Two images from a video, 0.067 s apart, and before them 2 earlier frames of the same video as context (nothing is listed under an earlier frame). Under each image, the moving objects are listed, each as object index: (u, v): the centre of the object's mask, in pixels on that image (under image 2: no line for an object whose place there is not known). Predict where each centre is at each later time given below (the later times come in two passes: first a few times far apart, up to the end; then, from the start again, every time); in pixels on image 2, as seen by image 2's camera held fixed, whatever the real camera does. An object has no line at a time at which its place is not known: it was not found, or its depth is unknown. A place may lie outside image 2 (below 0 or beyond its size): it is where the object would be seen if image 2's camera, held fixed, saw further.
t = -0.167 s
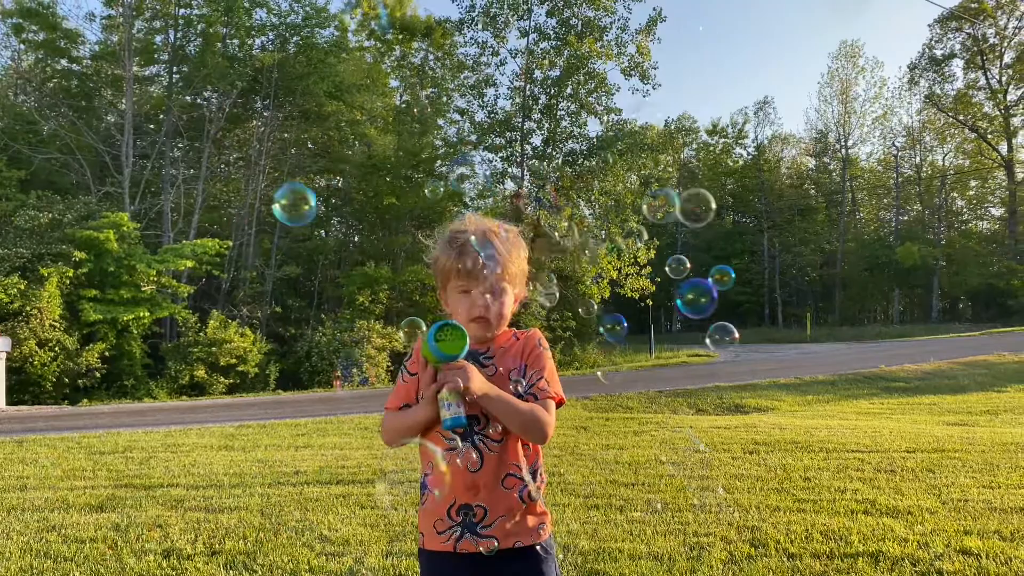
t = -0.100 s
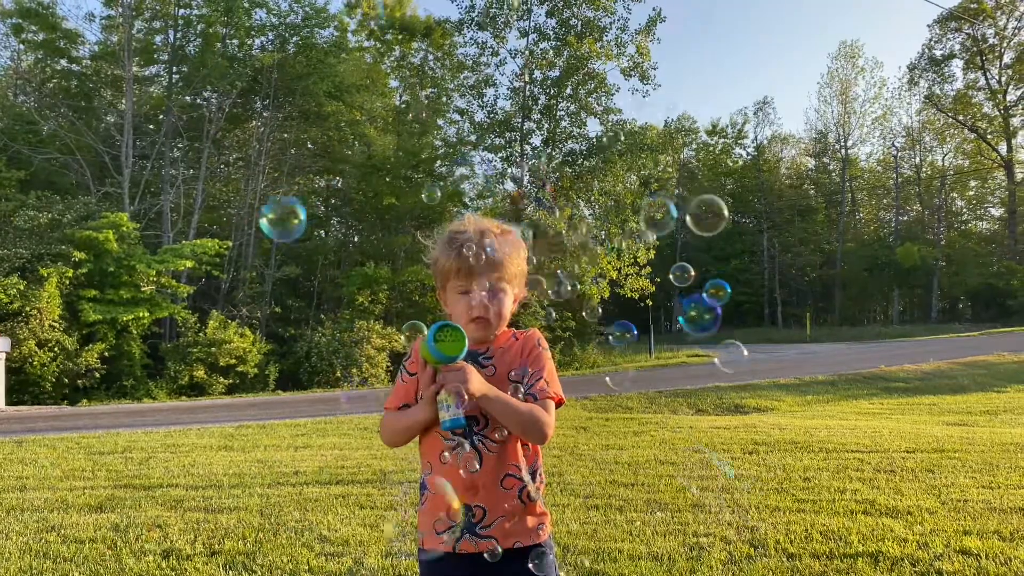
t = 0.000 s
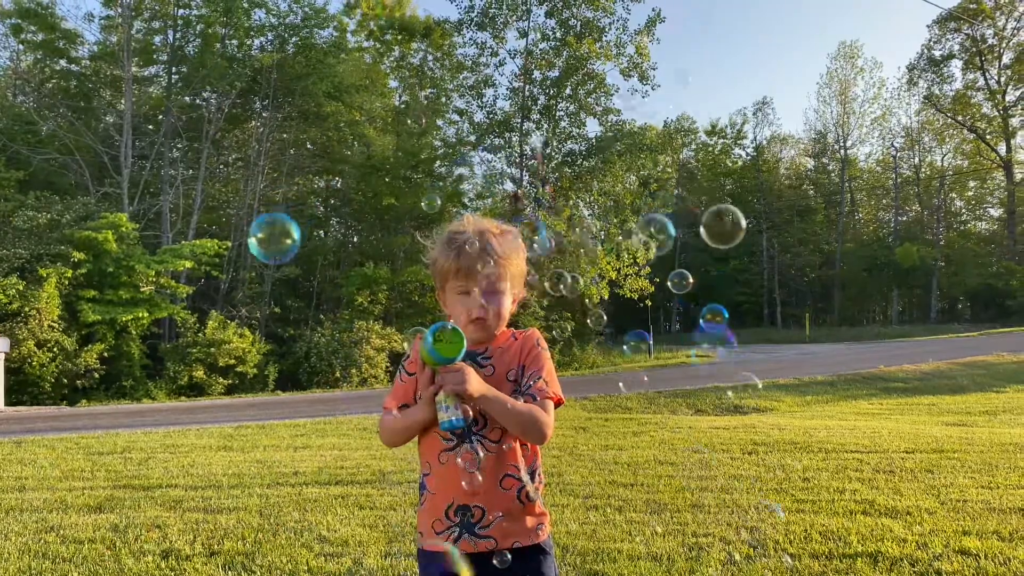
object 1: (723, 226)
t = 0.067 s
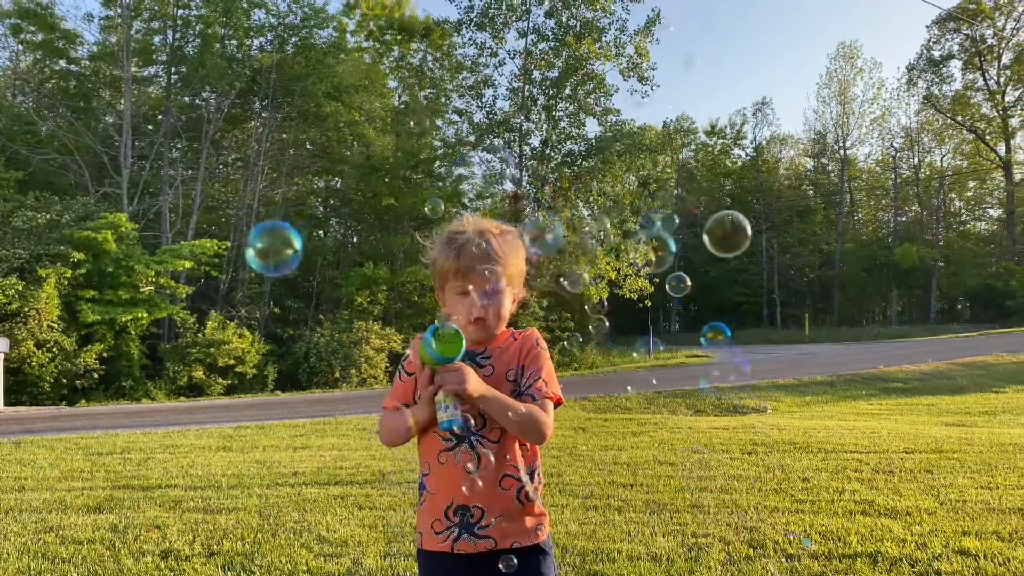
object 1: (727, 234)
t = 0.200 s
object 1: (728, 248)
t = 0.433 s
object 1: (737, 266)
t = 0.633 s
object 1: (782, 281)
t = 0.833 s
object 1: (886, 300)
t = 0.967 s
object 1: (995, 298)
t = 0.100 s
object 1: (728, 238)
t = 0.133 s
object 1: (728, 242)
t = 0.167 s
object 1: (728, 245)
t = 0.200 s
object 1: (728, 248)
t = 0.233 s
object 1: (728, 251)
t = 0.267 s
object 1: (729, 254)
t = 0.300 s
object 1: (729, 257)
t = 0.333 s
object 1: (730, 260)
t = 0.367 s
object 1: (731, 262)
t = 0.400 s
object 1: (734, 264)
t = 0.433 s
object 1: (737, 266)
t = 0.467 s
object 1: (742, 268)
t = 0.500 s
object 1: (747, 271)
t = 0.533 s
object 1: (754, 273)
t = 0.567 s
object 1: (762, 276)
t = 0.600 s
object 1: (771, 279)
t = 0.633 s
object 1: (782, 281)
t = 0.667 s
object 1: (795, 284)
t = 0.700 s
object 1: (809, 286)
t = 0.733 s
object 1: (824, 290)
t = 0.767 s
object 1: (842, 293)
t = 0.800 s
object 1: (863, 297)
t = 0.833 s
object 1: (886, 300)
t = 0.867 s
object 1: (911, 301)
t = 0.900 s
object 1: (940, 301)
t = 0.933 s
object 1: (972, 302)
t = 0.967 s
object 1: (995, 298)
